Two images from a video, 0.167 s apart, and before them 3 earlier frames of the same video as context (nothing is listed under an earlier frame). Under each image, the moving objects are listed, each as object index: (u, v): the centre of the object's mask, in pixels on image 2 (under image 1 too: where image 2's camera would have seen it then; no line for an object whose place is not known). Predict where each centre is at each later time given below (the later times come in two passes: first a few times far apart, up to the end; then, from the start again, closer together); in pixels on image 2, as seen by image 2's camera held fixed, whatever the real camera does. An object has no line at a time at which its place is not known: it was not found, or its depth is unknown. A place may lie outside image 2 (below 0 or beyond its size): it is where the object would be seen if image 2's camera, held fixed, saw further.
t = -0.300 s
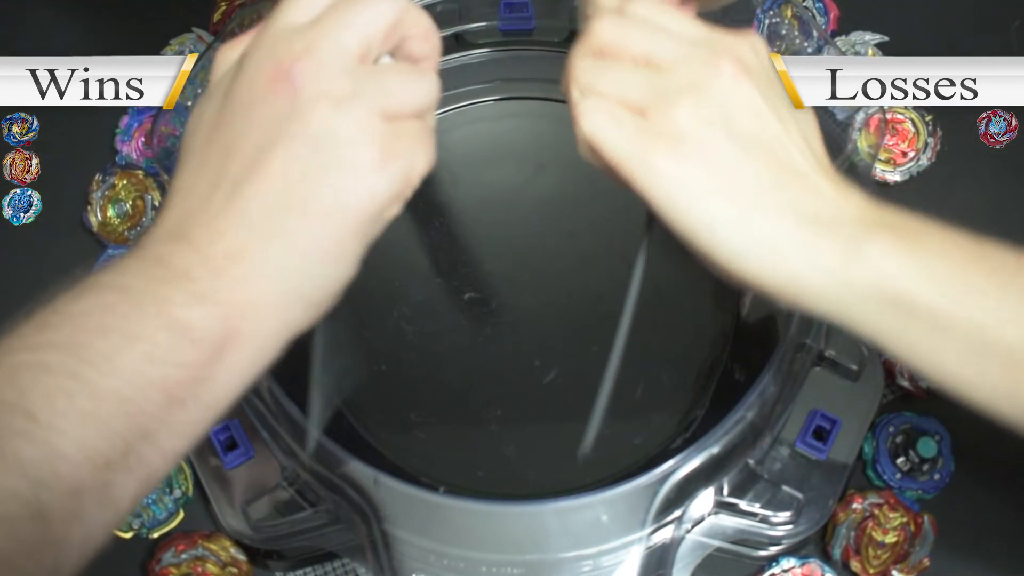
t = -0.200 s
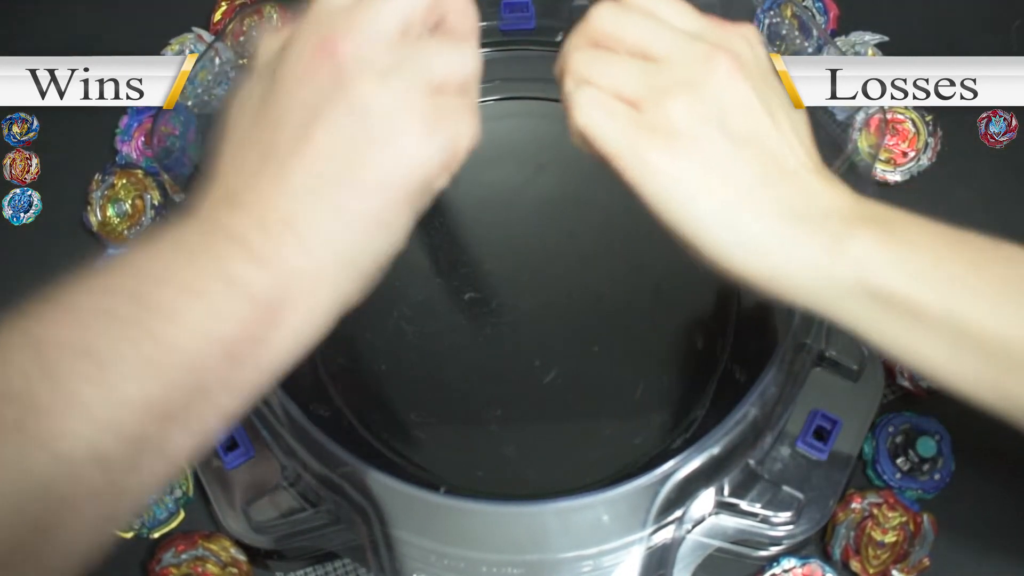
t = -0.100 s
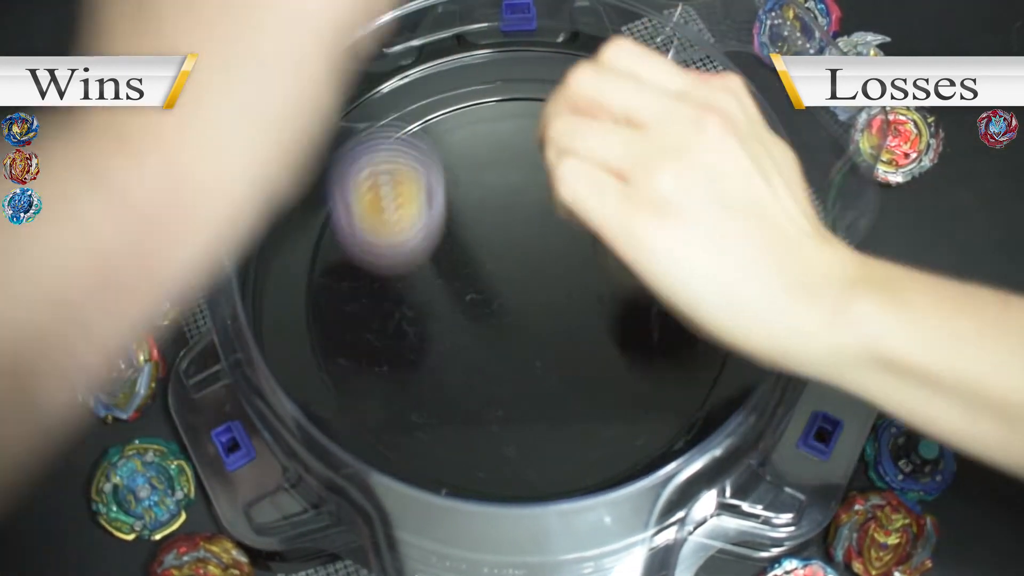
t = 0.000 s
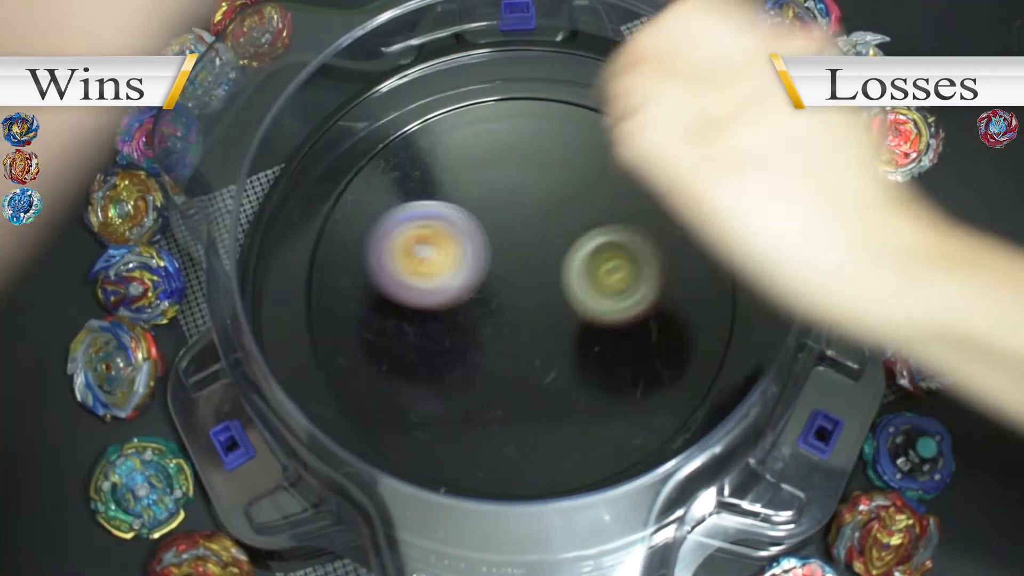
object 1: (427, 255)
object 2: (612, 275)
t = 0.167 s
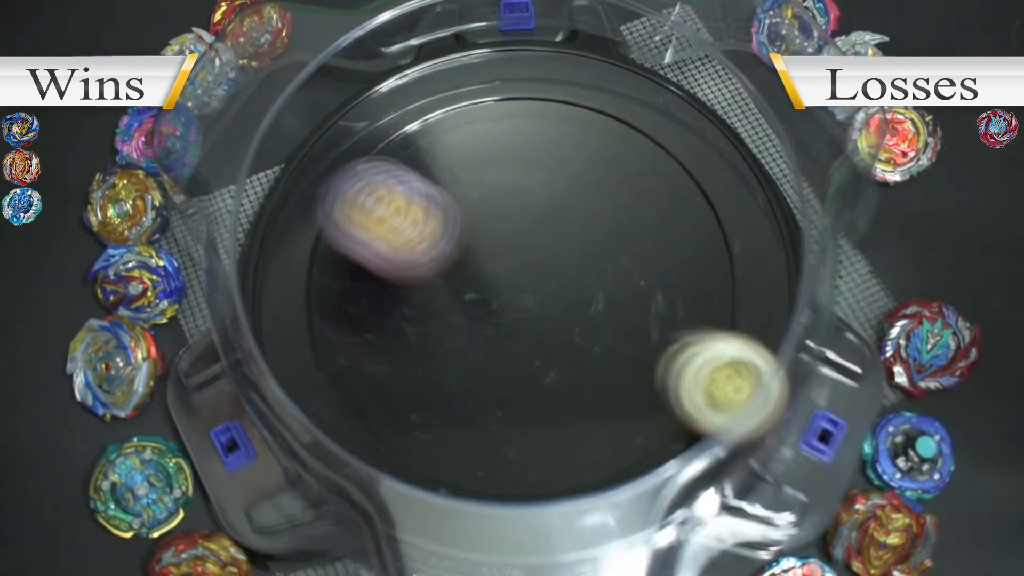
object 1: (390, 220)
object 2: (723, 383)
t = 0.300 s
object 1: (246, 131)
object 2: (612, 299)
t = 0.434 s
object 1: (323, 188)
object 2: (489, 202)
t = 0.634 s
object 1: (395, 404)
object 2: (529, 116)
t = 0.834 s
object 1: (712, 391)
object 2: (548, 195)
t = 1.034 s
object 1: (693, 127)
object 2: (524, 338)
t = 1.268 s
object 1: (406, 260)
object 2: (608, 379)
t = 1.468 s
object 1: (374, 428)
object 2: (675, 261)
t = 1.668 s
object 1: (574, 441)
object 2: (576, 157)
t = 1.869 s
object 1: (681, 300)
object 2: (399, 229)
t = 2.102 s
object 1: (600, 195)
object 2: (444, 460)
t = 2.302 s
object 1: (491, 211)
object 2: (605, 447)
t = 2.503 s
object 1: (445, 290)
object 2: (560, 251)
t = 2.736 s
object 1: (446, 354)
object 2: (513, 110)
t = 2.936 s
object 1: (531, 351)
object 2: (369, 184)
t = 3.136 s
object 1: (556, 289)
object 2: (359, 395)
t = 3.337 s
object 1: (513, 251)
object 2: (644, 426)
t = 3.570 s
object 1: (470, 279)
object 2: (619, 105)
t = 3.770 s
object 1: (499, 300)
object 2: (339, 127)
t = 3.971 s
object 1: (523, 295)
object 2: (393, 332)
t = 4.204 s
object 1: (579, 235)
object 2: (650, 447)
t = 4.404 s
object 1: (549, 216)
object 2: (686, 263)
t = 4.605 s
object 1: (513, 241)
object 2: (546, 121)
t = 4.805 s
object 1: (510, 264)
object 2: (356, 185)
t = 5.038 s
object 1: (525, 269)
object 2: (414, 437)
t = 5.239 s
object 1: (541, 271)
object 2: (679, 398)
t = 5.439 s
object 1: (549, 276)
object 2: (668, 149)
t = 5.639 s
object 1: (550, 285)
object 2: (403, 128)
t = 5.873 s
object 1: (543, 293)
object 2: (383, 417)
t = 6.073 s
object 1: (534, 296)
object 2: (682, 394)
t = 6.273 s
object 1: (530, 297)
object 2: (663, 148)
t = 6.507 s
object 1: (523, 297)
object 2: (397, 138)
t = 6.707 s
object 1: (516, 294)
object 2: (347, 353)
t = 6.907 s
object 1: (509, 288)
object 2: (553, 458)
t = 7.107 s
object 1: (508, 283)
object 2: (724, 303)
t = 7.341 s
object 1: (515, 277)
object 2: (598, 117)
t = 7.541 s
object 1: (521, 272)
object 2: (390, 162)
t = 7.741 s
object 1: (529, 271)
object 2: (340, 370)
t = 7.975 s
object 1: (537, 274)
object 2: (600, 442)
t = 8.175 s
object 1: (540, 280)
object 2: (699, 292)
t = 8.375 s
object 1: (540, 287)
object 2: (609, 170)
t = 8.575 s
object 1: (537, 293)
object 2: (464, 175)
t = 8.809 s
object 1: (532, 296)
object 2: (402, 284)
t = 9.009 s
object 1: (539, 291)
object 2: (437, 360)
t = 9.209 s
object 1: (550, 280)
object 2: (479, 369)
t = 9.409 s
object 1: (568, 243)
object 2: (476, 376)
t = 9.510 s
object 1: (563, 241)
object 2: (480, 366)
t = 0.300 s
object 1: (246, 131)
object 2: (612, 299)
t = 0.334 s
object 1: (263, 146)
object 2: (581, 273)
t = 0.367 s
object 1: (281, 159)
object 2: (549, 246)
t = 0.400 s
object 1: (302, 171)
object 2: (518, 222)
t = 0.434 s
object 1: (323, 188)
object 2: (489, 202)
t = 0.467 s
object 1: (349, 206)
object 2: (460, 186)
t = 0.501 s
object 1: (362, 236)
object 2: (452, 169)
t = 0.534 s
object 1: (358, 279)
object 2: (473, 148)
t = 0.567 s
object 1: (362, 321)
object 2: (495, 130)
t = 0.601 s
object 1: (372, 365)
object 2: (514, 120)
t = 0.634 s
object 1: (395, 404)
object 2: (529, 116)
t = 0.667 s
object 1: (436, 431)
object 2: (540, 117)
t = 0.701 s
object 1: (487, 445)
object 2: (548, 123)
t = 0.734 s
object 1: (545, 447)
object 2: (552, 135)
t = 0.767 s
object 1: (603, 436)
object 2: (554, 150)
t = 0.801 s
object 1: (657, 417)
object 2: (552, 171)
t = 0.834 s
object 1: (712, 391)
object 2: (548, 195)
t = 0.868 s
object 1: (744, 354)
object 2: (543, 220)
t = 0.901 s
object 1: (745, 305)
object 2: (536, 246)
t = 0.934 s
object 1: (743, 260)
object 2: (531, 271)
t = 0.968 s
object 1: (733, 212)
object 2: (526, 296)
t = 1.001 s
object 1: (714, 166)
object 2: (524, 318)
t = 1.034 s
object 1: (693, 127)
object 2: (524, 338)
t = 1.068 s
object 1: (664, 88)
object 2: (528, 356)
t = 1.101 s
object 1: (628, 106)
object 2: (535, 371)
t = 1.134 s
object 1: (589, 132)
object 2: (546, 381)
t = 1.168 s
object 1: (541, 163)
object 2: (558, 386)
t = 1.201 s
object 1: (492, 196)
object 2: (574, 389)
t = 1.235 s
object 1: (448, 227)
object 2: (591, 386)
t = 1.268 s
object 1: (406, 260)
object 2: (608, 379)
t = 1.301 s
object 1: (372, 293)
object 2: (625, 368)
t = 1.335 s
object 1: (343, 329)
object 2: (642, 352)
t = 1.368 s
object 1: (331, 359)
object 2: (656, 333)
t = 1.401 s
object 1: (322, 390)
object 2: (667, 310)
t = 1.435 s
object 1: (348, 410)
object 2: (673, 285)
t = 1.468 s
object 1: (374, 428)
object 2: (675, 261)
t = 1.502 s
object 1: (401, 441)
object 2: (670, 236)
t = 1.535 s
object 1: (430, 452)
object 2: (660, 214)
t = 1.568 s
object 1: (463, 458)
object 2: (646, 194)
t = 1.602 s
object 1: (499, 459)
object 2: (626, 177)
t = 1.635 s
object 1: (538, 452)
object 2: (602, 164)
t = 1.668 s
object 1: (574, 441)
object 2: (576, 157)
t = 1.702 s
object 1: (607, 424)
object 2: (546, 155)
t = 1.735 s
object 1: (634, 401)
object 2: (515, 158)
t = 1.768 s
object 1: (654, 377)
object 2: (483, 166)
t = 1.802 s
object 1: (669, 351)
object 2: (453, 182)
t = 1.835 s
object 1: (678, 325)
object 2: (424, 204)
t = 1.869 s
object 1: (681, 300)
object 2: (399, 229)
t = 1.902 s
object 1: (680, 278)
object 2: (380, 261)
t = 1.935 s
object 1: (674, 257)
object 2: (366, 298)
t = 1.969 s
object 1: (664, 239)
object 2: (361, 336)
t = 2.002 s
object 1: (652, 224)
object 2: (365, 377)
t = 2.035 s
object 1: (636, 212)
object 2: (380, 413)
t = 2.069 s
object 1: (619, 202)
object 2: (408, 440)
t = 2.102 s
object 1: (600, 195)
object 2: (444, 460)
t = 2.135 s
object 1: (581, 191)
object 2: (483, 474)
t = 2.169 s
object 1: (561, 190)
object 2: (522, 483)
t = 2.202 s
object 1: (542, 191)
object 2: (565, 487)
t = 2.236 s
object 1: (524, 195)
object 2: (609, 478)
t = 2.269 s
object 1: (507, 202)
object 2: (608, 464)
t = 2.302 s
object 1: (491, 211)
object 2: (605, 447)
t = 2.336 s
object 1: (479, 222)
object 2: (599, 427)
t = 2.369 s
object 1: (468, 234)
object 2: (589, 392)
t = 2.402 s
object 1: (461, 248)
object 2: (580, 355)
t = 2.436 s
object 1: (456, 262)
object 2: (570, 320)
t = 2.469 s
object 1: (453, 277)
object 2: (560, 284)
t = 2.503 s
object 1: (445, 290)
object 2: (560, 251)
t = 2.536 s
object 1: (432, 302)
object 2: (566, 221)
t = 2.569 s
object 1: (423, 313)
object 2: (567, 192)
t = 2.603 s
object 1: (419, 323)
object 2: (564, 166)
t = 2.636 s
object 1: (420, 333)
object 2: (557, 146)
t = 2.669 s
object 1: (426, 341)
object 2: (546, 128)
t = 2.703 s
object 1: (435, 348)
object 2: (531, 116)
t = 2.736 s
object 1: (446, 354)
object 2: (513, 110)
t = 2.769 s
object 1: (460, 359)
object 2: (492, 109)
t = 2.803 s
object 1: (474, 362)
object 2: (467, 113)
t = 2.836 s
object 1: (489, 363)
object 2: (441, 123)
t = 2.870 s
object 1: (505, 361)
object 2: (415, 139)
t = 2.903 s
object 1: (519, 357)
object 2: (390, 160)
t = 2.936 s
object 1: (531, 351)
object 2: (369, 184)
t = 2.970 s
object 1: (541, 344)
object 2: (351, 213)
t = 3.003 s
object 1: (549, 334)
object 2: (337, 246)
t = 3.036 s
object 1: (555, 323)
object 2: (330, 283)
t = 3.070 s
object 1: (557, 311)
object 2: (331, 320)
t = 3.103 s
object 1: (558, 300)
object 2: (340, 360)
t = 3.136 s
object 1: (556, 289)
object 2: (359, 395)
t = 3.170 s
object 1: (551, 279)
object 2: (393, 425)
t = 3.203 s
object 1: (546, 271)
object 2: (437, 447)
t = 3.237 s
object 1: (539, 264)
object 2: (487, 461)
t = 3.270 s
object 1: (531, 258)
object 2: (540, 462)
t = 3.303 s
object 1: (522, 254)
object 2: (594, 451)
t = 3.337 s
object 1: (513, 251)
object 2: (644, 426)
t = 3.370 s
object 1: (504, 250)
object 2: (686, 390)
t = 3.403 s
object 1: (495, 251)
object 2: (713, 341)
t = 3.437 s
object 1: (487, 254)
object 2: (724, 288)
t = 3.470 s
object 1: (480, 259)
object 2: (718, 234)
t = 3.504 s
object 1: (474, 265)
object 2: (693, 186)
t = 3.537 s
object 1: (471, 272)
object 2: (660, 142)
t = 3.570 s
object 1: (470, 279)
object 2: (619, 105)
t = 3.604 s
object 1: (473, 285)
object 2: (571, 76)
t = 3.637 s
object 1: (476, 290)
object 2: (523, 56)
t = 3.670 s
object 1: (481, 294)
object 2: (475, 60)
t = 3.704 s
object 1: (487, 297)
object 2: (423, 76)
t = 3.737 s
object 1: (493, 299)
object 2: (378, 99)
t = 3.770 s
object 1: (499, 300)
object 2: (339, 127)
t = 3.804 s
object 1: (504, 300)
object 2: (306, 160)
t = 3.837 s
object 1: (509, 299)
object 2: (278, 197)
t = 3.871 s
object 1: (514, 297)
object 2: (273, 239)
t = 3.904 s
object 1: (518, 297)
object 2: (304, 267)
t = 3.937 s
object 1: (521, 296)
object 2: (346, 300)
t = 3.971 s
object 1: (523, 295)
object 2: (393, 332)
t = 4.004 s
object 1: (524, 294)
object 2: (438, 361)
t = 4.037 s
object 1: (536, 285)
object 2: (476, 396)
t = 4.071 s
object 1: (552, 271)
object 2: (509, 430)
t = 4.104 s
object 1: (562, 262)
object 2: (544, 451)
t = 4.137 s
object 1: (571, 252)
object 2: (580, 459)
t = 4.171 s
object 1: (577, 242)
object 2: (614, 458)
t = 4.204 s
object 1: (579, 235)
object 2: (650, 447)
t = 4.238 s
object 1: (579, 229)
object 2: (671, 424)
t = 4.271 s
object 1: (577, 224)
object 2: (684, 400)
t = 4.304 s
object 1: (571, 221)
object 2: (693, 372)
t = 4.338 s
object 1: (565, 218)
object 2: (695, 335)
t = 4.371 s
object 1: (558, 217)
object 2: (694, 298)
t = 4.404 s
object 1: (549, 216)
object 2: (686, 263)
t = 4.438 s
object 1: (540, 218)
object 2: (674, 230)
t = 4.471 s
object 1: (533, 221)
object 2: (656, 200)
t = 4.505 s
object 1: (526, 225)
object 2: (634, 174)
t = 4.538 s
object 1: (520, 230)
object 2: (608, 152)
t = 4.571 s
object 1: (517, 235)
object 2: (579, 132)
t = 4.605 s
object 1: (513, 241)
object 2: (546, 121)
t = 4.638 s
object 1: (510, 247)
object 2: (510, 113)
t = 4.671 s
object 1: (509, 252)
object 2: (477, 112)
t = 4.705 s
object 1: (508, 256)
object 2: (437, 117)
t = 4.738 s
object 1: (508, 259)
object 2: (401, 129)
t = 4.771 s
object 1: (509, 262)
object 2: (375, 151)
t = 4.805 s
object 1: (510, 264)
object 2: (356, 185)
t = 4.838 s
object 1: (511, 266)
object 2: (340, 221)
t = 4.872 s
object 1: (513, 267)
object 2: (330, 261)
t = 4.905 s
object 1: (515, 267)
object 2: (327, 302)
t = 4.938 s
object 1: (517, 268)
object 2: (332, 341)
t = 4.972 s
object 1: (520, 268)
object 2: (347, 380)
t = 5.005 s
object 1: (523, 268)
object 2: (375, 412)
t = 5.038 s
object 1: (525, 269)
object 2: (414, 437)
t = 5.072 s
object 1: (529, 269)
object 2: (458, 454)
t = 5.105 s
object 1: (532, 269)
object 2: (504, 463)
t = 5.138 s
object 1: (534, 270)
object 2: (553, 460)
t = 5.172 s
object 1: (537, 270)
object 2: (600, 448)
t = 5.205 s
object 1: (538, 270)
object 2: (643, 428)
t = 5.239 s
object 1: (541, 271)
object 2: (679, 398)
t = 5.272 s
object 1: (543, 272)
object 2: (704, 360)
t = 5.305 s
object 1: (544, 272)
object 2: (718, 316)
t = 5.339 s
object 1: (546, 273)
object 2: (725, 272)
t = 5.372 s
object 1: (547, 274)
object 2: (715, 227)
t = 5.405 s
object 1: (548, 275)
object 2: (695, 185)
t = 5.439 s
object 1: (549, 276)
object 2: (668, 149)
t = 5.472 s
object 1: (549, 277)
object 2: (633, 122)
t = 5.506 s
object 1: (550, 279)
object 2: (591, 103)
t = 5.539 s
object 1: (550, 280)
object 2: (546, 94)
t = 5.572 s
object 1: (550, 282)
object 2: (497, 98)
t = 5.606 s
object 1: (551, 283)
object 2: (449, 108)
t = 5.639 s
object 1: (550, 285)
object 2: (403, 128)
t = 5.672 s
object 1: (550, 286)
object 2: (368, 158)
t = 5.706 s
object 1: (549, 287)
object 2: (341, 196)
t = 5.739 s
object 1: (548, 289)
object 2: (323, 239)
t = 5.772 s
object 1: (547, 289)
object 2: (318, 286)
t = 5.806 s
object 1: (546, 291)
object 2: (326, 335)
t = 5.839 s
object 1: (544, 292)
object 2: (347, 379)
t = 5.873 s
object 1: (543, 293)
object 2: (383, 417)
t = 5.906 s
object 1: (542, 294)
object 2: (429, 444)
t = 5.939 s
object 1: (539, 294)
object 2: (479, 460)
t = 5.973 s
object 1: (538, 295)
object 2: (533, 463)
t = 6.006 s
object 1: (536, 295)
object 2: (591, 452)
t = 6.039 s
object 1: (535, 296)
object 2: (641, 428)
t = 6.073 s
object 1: (534, 296)
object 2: (682, 394)
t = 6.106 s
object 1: (533, 296)
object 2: (704, 353)
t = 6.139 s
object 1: (533, 296)
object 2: (719, 306)
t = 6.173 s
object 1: (532, 296)
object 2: (724, 260)
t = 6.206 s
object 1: (532, 296)
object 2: (710, 217)
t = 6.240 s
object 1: (531, 297)
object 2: (691, 178)
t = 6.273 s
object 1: (530, 297)
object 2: (663, 148)
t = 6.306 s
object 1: (529, 297)
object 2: (625, 127)
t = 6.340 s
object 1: (529, 297)
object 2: (585, 111)
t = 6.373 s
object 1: (528, 297)
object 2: (545, 101)
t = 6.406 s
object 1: (527, 297)
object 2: (505, 98)
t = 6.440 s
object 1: (525, 297)
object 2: (467, 101)
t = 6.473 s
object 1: (525, 297)
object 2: (428, 116)
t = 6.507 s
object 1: (523, 297)
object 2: (397, 138)
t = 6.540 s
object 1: (522, 297)
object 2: (370, 167)
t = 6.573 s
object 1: (520, 296)
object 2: (350, 199)
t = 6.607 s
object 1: (520, 296)
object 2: (336, 237)
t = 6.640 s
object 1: (518, 295)
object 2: (331, 275)
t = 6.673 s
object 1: (517, 295)
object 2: (335, 314)
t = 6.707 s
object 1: (516, 294)
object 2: (347, 353)
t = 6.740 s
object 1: (515, 293)
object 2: (366, 387)
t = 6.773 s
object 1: (514, 293)
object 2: (394, 419)
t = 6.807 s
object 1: (513, 292)
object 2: (427, 443)
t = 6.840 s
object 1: (511, 291)
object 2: (467, 457)
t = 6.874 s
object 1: (510, 289)
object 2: (510, 463)
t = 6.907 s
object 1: (509, 288)
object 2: (553, 458)
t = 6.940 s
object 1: (508, 287)
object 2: (597, 445)
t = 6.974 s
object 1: (508, 286)
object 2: (635, 425)
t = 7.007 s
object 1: (508, 285)
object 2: (667, 401)
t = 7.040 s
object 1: (508, 285)
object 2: (695, 370)
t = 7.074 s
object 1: (508, 284)
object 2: (713, 336)
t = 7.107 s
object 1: (508, 283)
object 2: (724, 303)
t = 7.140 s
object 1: (508, 283)
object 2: (722, 267)
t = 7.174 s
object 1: (509, 282)
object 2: (715, 233)
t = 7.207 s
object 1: (510, 281)
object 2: (701, 202)
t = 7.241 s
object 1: (511, 279)
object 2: (682, 175)
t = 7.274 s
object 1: (512, 279)
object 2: (658, 150)
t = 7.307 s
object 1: (513, 278)
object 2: (630, 130)
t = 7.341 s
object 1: (515, 277)
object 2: (598, 117)
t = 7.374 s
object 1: (516, 276)
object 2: (565, 109)
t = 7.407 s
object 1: (517, 275)
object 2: (528, 108)
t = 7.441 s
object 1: (518, 275)
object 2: (494, 111)
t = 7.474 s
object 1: (518, 274)
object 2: (456, 122)
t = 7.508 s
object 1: (520, 273)
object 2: (420, 140)
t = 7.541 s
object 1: (521, 272)
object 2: (390, 162)
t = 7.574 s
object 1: (522, 272)
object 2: (365, 188)
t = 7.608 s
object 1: (523, 272)
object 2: (345, 219)
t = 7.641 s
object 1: (524, 271)
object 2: (330, 255)
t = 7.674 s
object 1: (526, 272)
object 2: (326, 293)
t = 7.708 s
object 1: (527, 271)
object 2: (329, 331)
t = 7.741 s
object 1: (529, 271)
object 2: (340, 370)
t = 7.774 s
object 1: (530, 271)
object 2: (365, 400)
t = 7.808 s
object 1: (532, 271)
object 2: (401, 426)
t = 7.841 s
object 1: (533, 272)
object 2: (441, 444)
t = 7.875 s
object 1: (534, 272)
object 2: (480, 453)
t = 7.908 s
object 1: (536, 273)
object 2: (523, 456)
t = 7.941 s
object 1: (536, 274)
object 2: (561, 452)
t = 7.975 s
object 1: (537, 274)
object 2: (600, 442)
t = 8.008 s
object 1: (537, 275)
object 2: (630, 426)
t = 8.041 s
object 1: (538, 276)
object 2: (657, 404)
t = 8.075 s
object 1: (538, 276)
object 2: (678, 377)
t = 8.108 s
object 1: (539, 278)
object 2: (692, 349)
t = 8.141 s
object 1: (539, 279)
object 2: (700, 320)
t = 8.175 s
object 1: (540, 280)
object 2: (699, 292)
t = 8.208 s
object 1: (539, 281)
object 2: (694, 265)
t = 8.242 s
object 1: (539, 282)
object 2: (684, 240)
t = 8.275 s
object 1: (540, 284)
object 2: (670, 217)
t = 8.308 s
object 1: (540, 285)
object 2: (653, 198)
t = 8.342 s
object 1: (540, 285)
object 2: (633, 182)
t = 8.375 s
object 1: (540, 287)
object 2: (609, 170)
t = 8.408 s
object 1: (540, 288)
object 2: (584, 160)
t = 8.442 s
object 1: (539, 289)
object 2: (561, 155)
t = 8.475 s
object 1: (539, 291)
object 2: (536, 155)
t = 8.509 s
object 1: (538, 291)
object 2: (511, 158)
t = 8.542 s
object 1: (538, 292)
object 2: (487, 165)
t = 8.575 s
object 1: (537, 293)
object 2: (464, 175)
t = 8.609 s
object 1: (537, 293)
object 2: (447, 187)
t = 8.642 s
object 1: (537, 294)
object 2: (431, 201)
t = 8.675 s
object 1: (535, 295)
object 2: (418, 215)
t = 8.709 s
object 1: (534, 295)
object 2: (409, 232)
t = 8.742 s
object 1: (534, 296)
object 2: (404, 250)
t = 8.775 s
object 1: (532, 296)
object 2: (401, 267)
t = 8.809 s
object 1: (532, 296)
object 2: (402, 284)
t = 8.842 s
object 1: (531, 296)
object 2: (405, 300)
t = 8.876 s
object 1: (530, 297)
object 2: (411, 315)
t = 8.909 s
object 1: (529, 297)
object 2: (420, 329)
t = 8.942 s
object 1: (528, 297)
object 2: (430, 339)
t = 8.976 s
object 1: (532, 295)
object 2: (436, 348)
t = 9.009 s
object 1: (539, 291)
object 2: (437, 360)
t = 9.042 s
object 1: (545, 288)
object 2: (440, 368)
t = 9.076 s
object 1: (549, 285)
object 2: (445, 373)
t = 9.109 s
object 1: (551, 283)
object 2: (452, 375)
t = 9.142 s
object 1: (551, 282)
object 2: (460, 375)
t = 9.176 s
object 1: (551, 281)
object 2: (469, 373)
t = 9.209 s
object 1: (550, 280)
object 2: (479, 369)
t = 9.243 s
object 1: (548, 279)
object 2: (489, 363)
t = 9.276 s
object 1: (549, 275)
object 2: (490, 362)
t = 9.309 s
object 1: (558, 262)
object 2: (484, 369)
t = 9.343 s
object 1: (563, 254)
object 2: (479, 373)
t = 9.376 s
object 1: (566, 247)
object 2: (477, 376)
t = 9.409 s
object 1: (568, 243)
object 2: (476, 376)
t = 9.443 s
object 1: (568, 241)
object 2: (477, 374)
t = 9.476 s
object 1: (566, 240)
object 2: (478, 371)
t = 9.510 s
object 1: (563, 241)
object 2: (480, 366)
